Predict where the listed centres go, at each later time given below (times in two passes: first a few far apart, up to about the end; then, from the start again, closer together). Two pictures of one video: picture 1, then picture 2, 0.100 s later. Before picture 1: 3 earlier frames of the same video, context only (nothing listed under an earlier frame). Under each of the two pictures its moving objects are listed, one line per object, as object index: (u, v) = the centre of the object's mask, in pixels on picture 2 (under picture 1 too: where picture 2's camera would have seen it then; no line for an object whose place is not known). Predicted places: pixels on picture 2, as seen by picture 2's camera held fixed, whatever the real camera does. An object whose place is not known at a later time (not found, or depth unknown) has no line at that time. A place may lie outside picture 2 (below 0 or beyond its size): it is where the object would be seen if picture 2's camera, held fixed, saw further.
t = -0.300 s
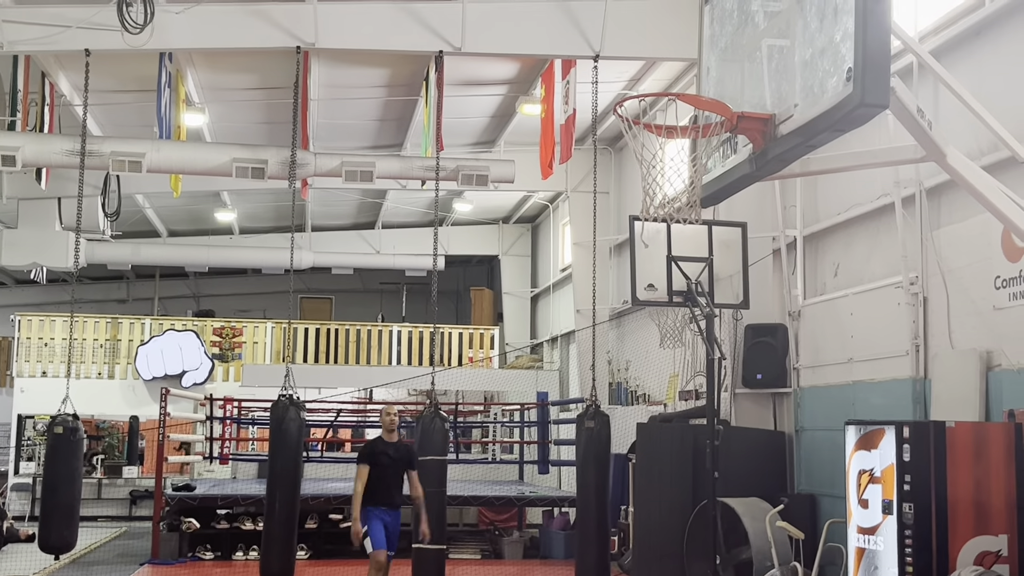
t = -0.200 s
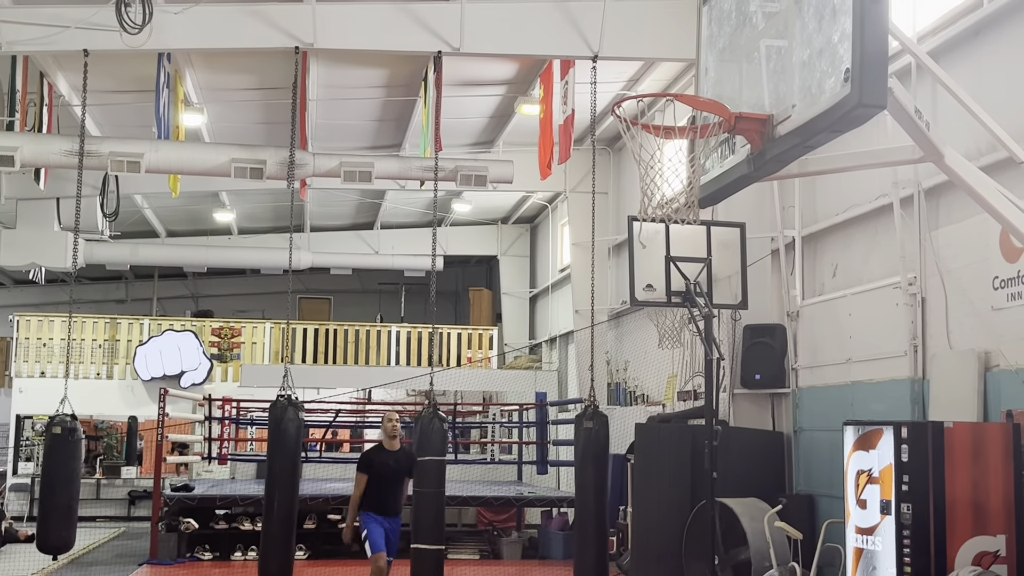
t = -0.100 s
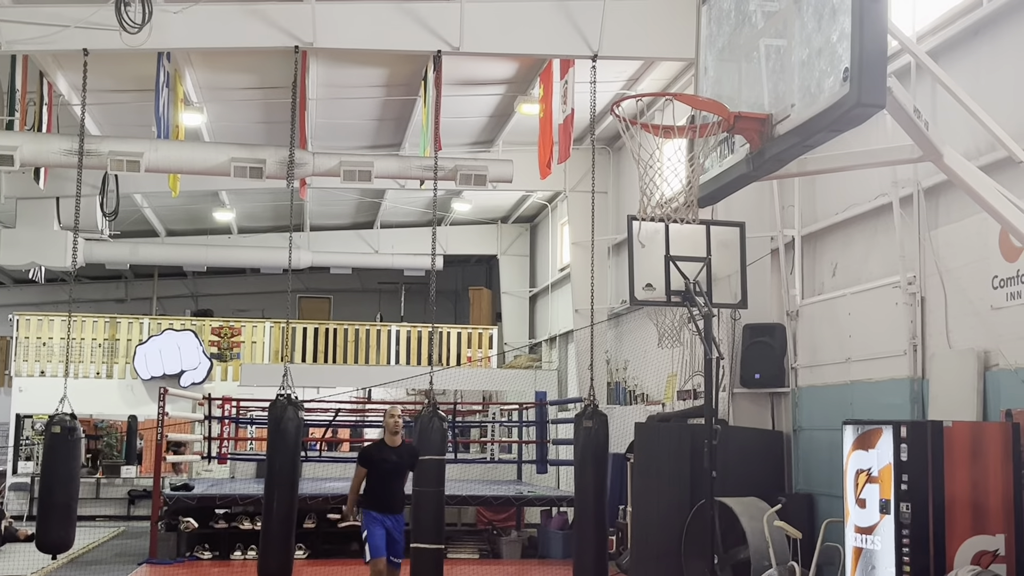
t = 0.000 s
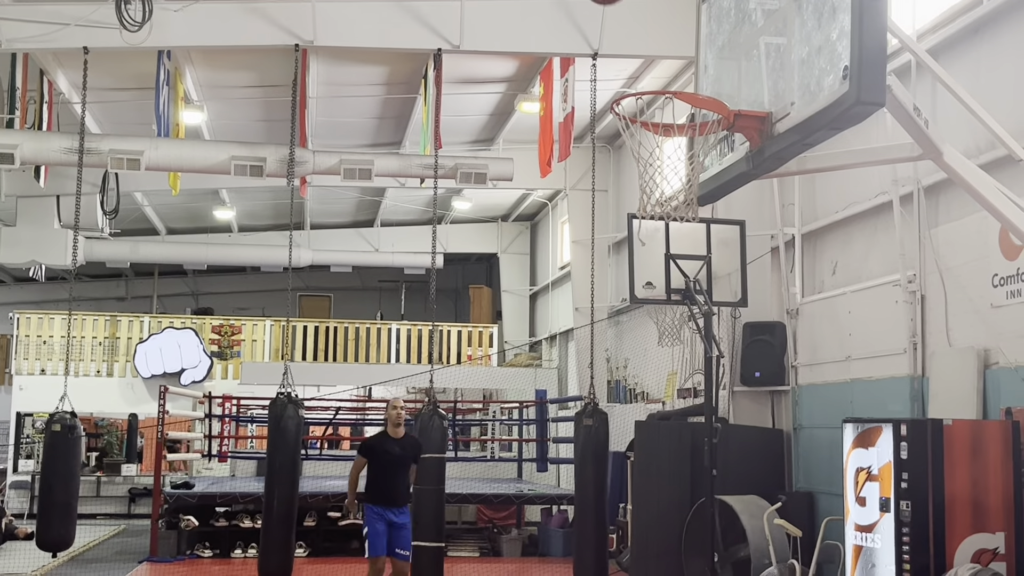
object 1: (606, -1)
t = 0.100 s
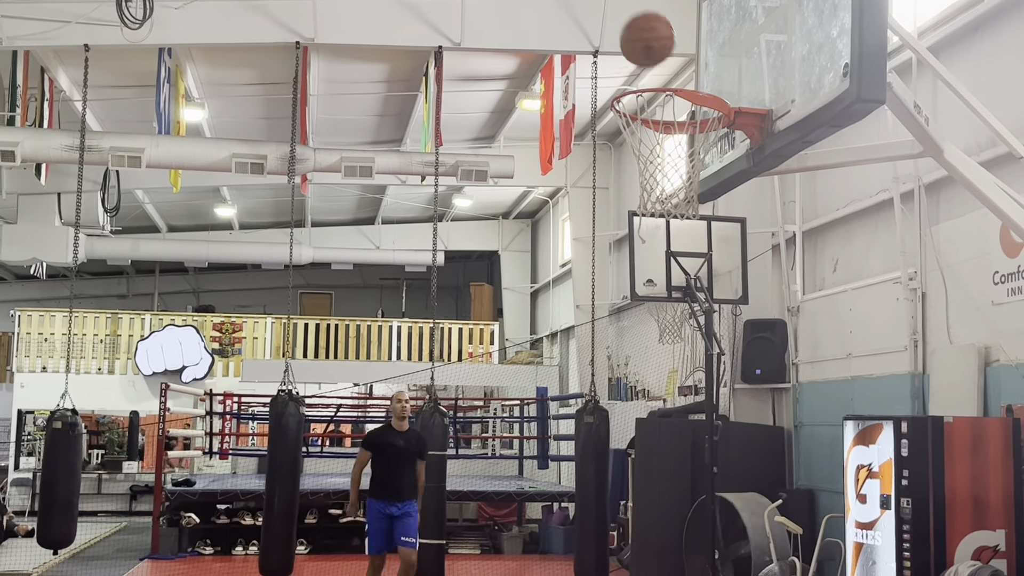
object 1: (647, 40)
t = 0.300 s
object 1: (658, 163)
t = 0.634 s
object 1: (637, 291)
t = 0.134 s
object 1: (663, 66)
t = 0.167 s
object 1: (675, 104)
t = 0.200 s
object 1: (674, 138)
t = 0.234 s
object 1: (671, 168)
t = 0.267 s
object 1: (664, 171)
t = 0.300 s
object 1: (658, 163)
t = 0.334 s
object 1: (655, 162)
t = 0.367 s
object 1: (653, 167)
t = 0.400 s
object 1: (651, 173)
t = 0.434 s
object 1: (649, 182)
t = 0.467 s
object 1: (647, 194)
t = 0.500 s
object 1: (646, 208)
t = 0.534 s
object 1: (644, 225)
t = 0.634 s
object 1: (637, 291)
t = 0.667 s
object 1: (635, 318)
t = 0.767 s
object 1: (629, 416)
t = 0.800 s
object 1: (626, 454)
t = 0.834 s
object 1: (625, 495)
